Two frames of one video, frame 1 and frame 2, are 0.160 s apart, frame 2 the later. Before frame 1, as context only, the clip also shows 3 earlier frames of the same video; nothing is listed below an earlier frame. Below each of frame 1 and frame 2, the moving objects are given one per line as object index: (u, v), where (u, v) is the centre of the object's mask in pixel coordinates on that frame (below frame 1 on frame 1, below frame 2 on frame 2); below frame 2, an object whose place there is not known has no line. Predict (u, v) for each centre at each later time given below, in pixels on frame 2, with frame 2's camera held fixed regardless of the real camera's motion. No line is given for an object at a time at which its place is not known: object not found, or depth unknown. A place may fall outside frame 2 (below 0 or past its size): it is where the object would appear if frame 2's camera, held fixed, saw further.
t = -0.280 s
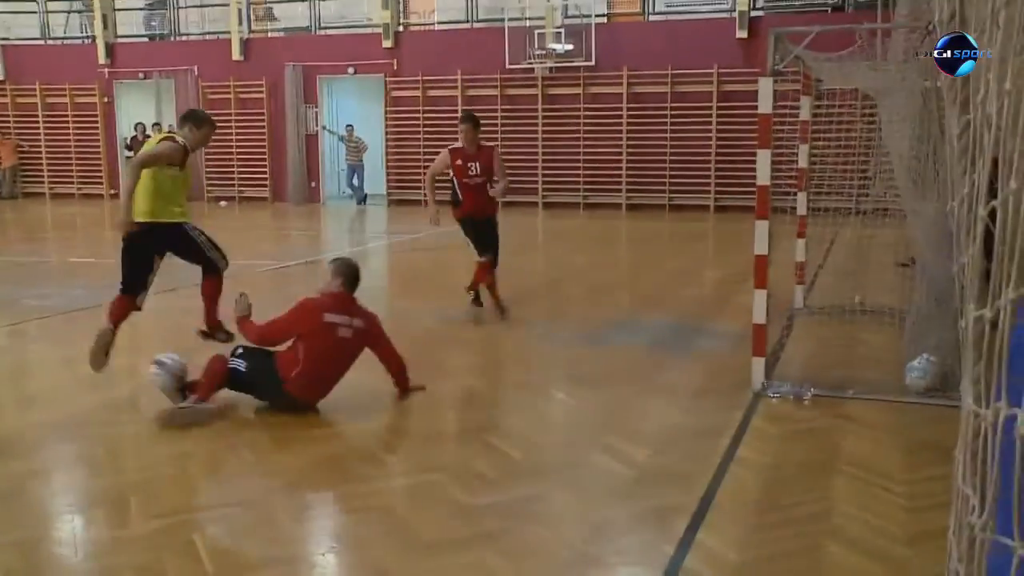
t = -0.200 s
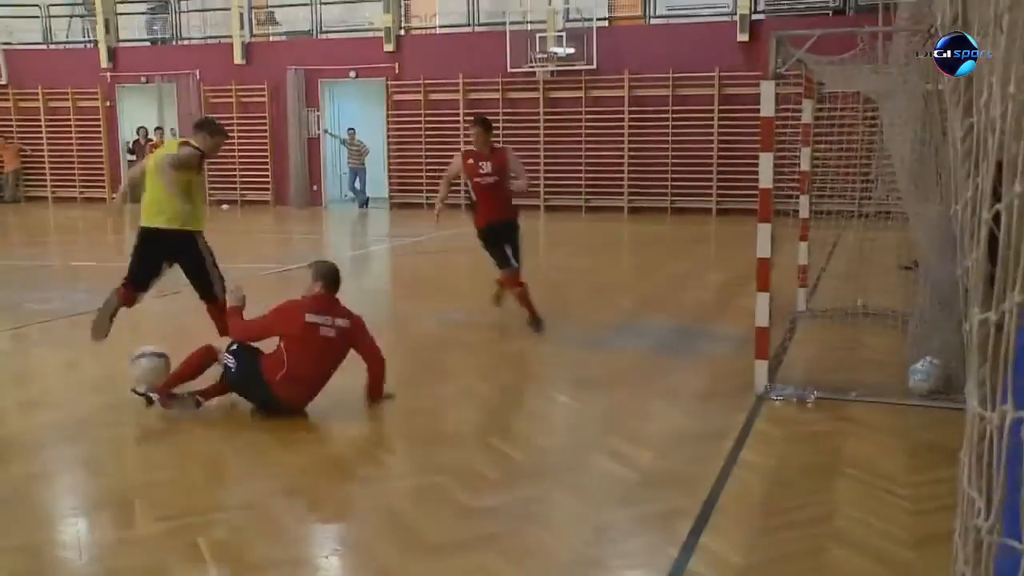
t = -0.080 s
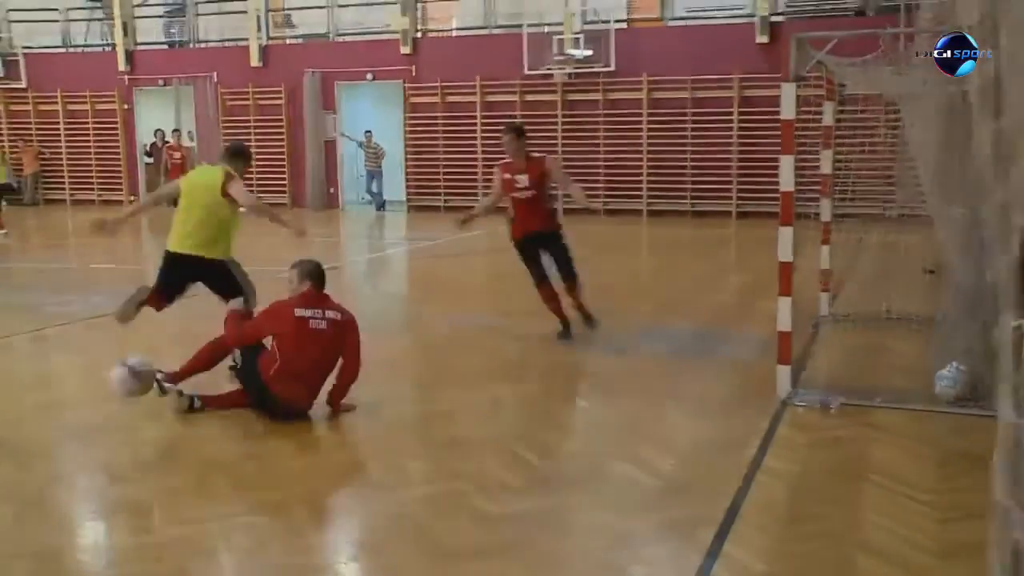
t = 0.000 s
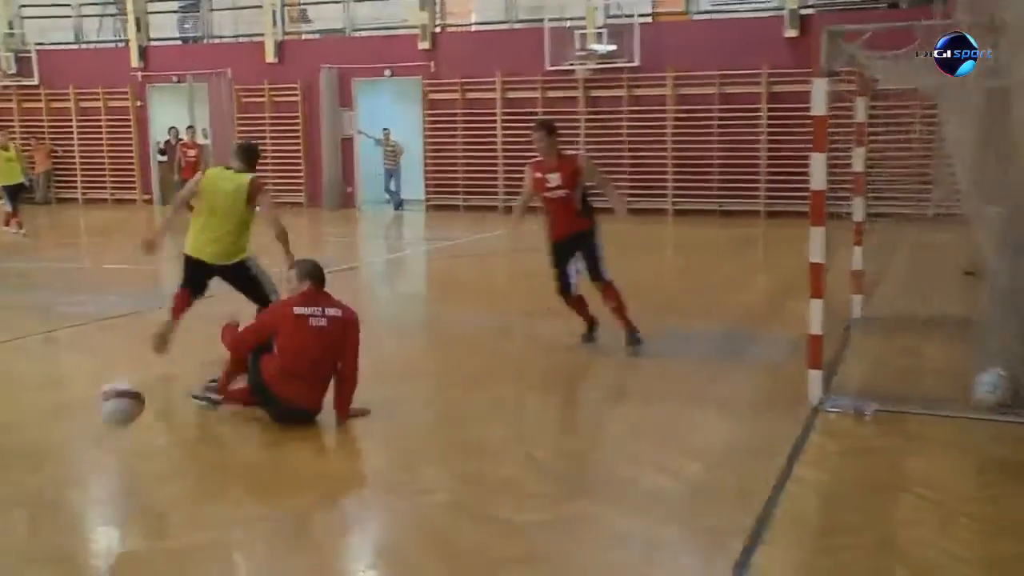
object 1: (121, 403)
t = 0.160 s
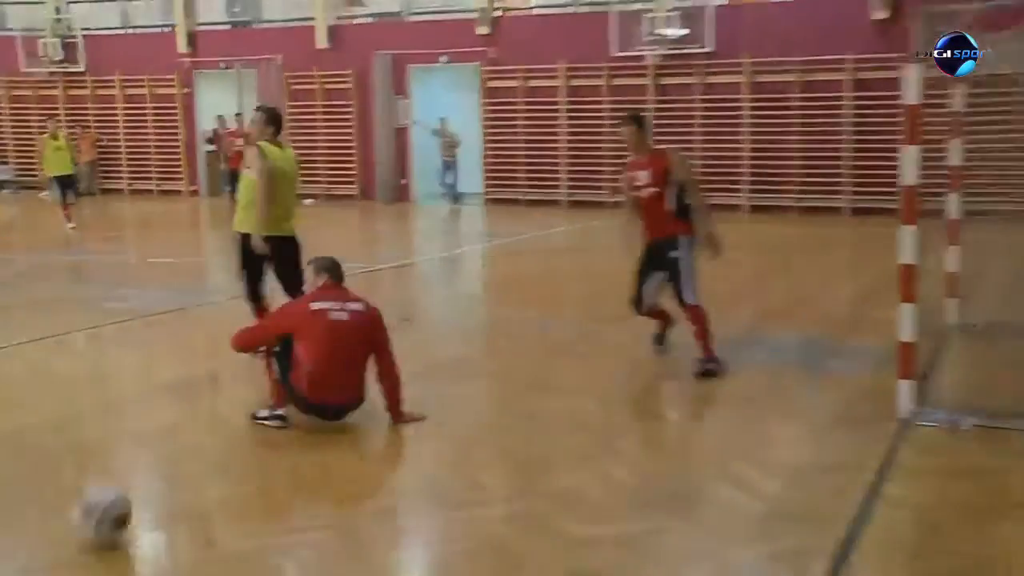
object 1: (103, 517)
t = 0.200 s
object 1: (83, 513)
